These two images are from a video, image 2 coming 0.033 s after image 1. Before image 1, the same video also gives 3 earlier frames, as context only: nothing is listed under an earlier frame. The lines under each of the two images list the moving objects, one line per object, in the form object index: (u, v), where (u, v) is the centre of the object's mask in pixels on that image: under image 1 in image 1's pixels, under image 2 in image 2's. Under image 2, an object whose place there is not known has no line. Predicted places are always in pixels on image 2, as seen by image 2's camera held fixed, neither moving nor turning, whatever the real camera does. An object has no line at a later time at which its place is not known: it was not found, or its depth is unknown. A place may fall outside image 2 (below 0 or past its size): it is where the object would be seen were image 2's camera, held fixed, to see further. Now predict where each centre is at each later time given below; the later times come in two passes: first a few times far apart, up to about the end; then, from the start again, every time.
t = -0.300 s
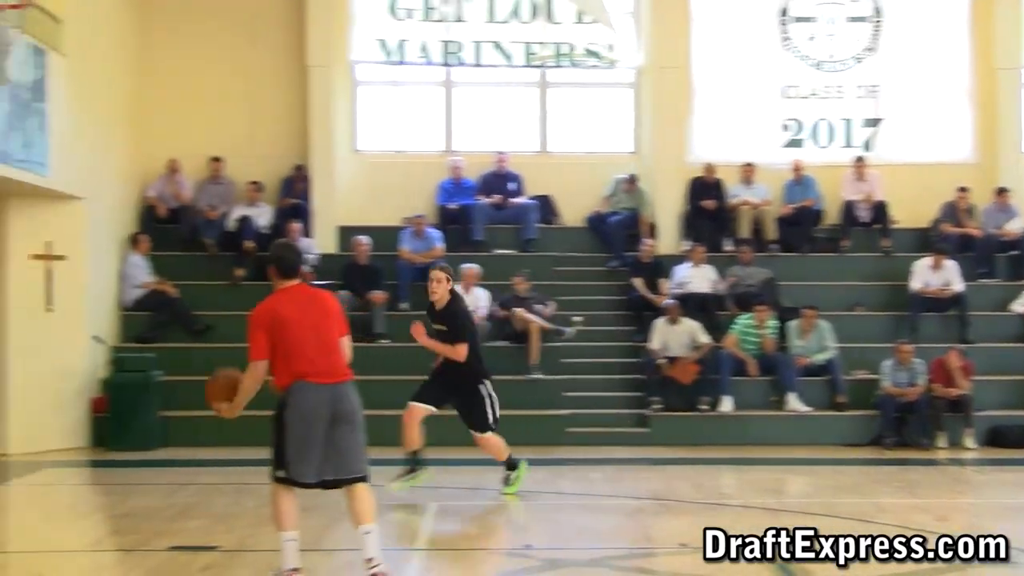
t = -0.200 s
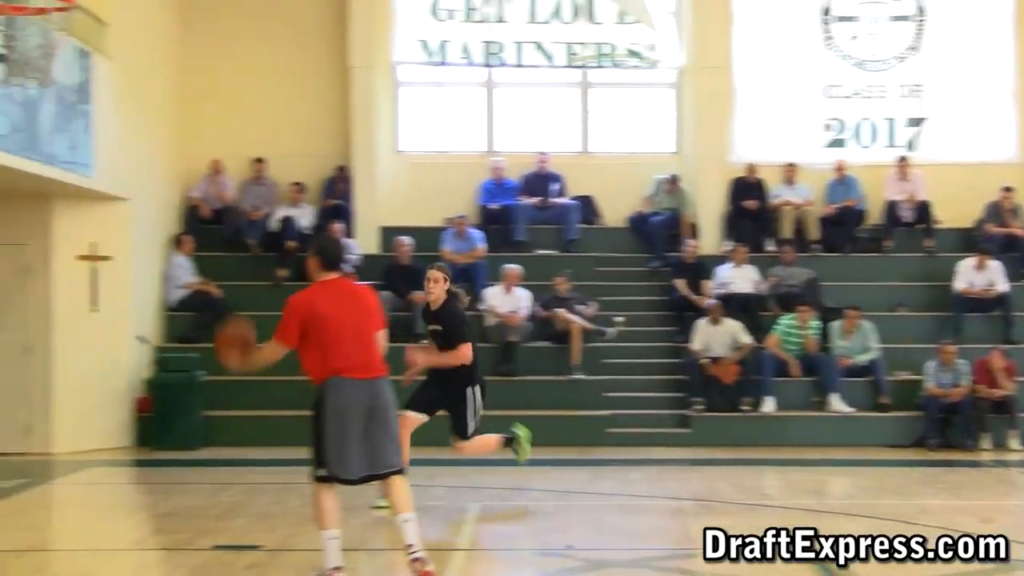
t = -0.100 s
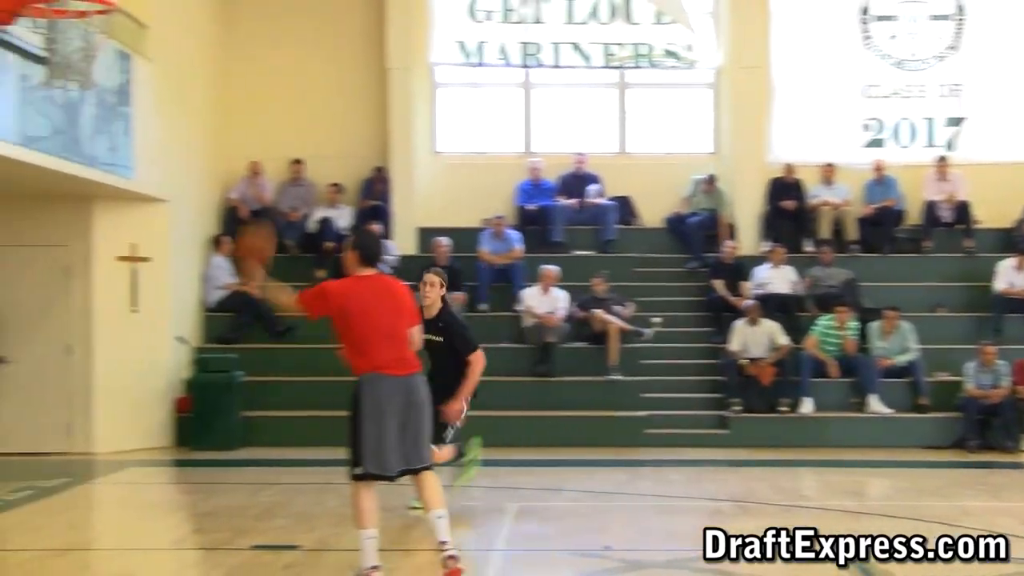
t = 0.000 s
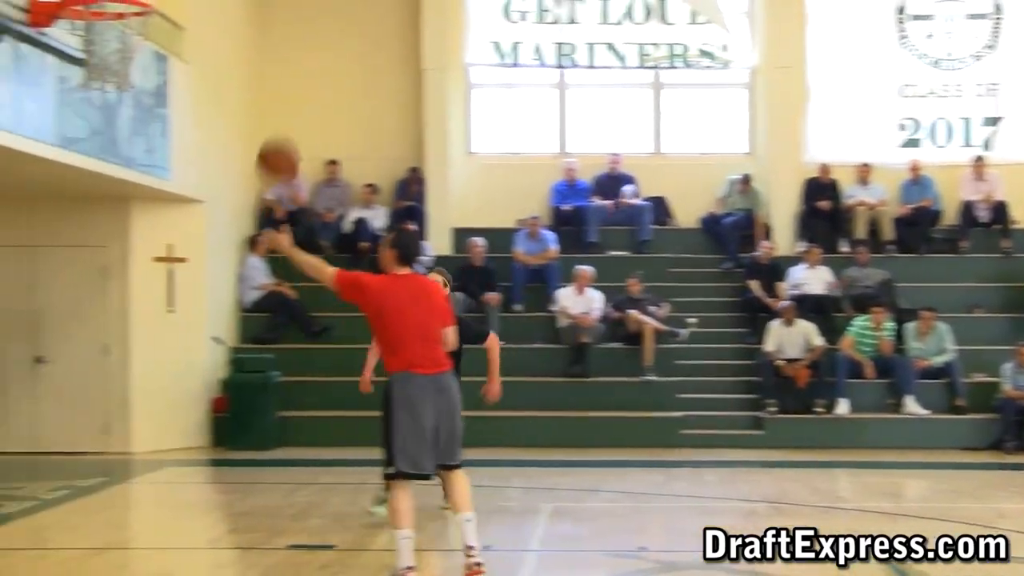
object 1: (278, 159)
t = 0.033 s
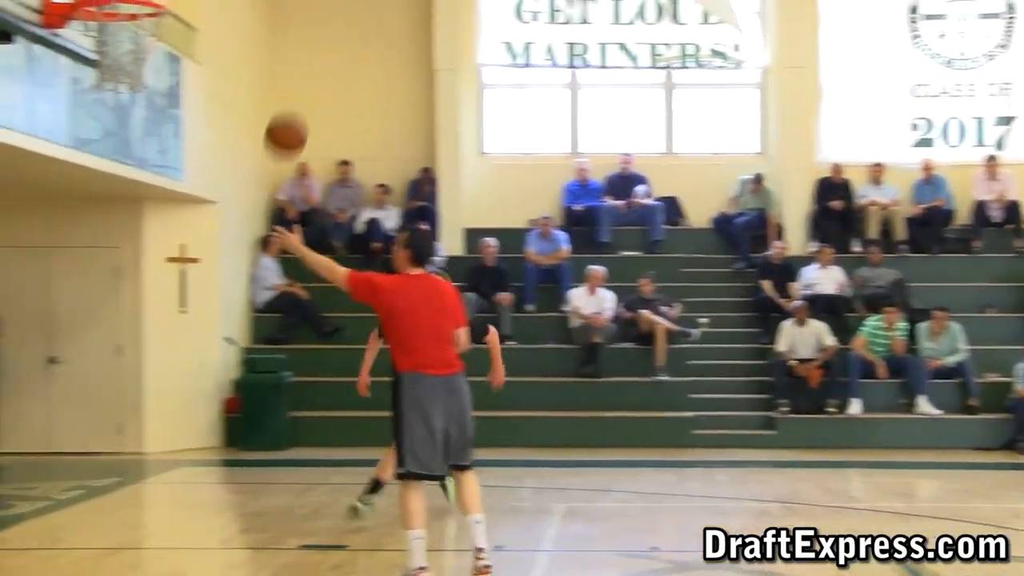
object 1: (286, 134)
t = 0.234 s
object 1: (260, 18)
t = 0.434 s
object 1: (238, -20)
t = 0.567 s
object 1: (222, -14)
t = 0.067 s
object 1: (282, 109)
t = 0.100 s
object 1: (277, 87)
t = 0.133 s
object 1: (272, 67)
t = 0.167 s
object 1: (267, 49)
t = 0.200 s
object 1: (263, 32)
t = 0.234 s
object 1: (260, 18)
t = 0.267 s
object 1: (257, 7)
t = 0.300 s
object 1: (253, -3)
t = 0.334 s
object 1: (249, -10)
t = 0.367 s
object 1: (245, -14)
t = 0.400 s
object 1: (242, -18)
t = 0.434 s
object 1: (238, -20)
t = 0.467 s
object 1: (234, -22)
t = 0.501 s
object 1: (230, -23)
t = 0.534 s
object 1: (226, -20)
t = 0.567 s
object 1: (222, -14)
